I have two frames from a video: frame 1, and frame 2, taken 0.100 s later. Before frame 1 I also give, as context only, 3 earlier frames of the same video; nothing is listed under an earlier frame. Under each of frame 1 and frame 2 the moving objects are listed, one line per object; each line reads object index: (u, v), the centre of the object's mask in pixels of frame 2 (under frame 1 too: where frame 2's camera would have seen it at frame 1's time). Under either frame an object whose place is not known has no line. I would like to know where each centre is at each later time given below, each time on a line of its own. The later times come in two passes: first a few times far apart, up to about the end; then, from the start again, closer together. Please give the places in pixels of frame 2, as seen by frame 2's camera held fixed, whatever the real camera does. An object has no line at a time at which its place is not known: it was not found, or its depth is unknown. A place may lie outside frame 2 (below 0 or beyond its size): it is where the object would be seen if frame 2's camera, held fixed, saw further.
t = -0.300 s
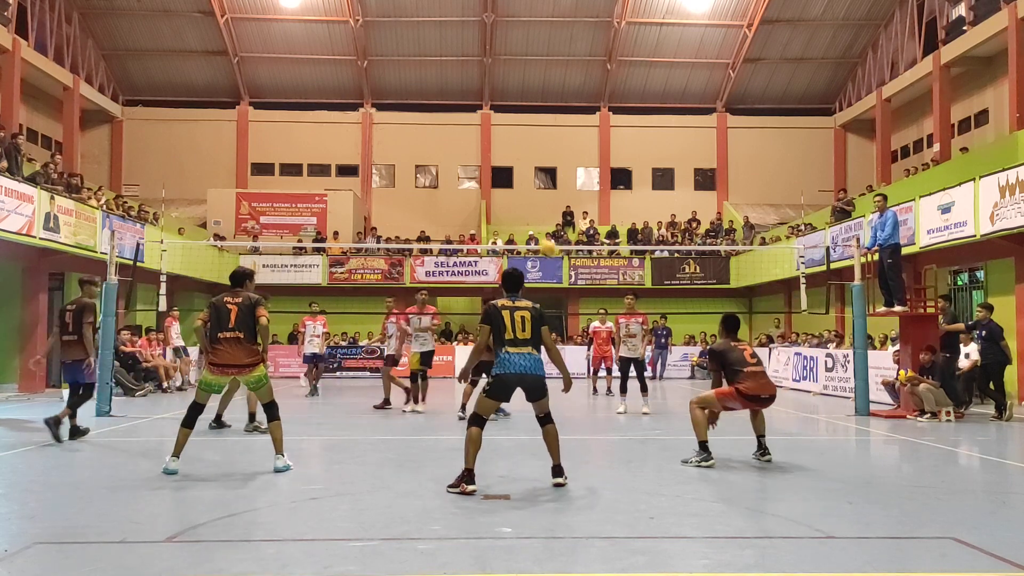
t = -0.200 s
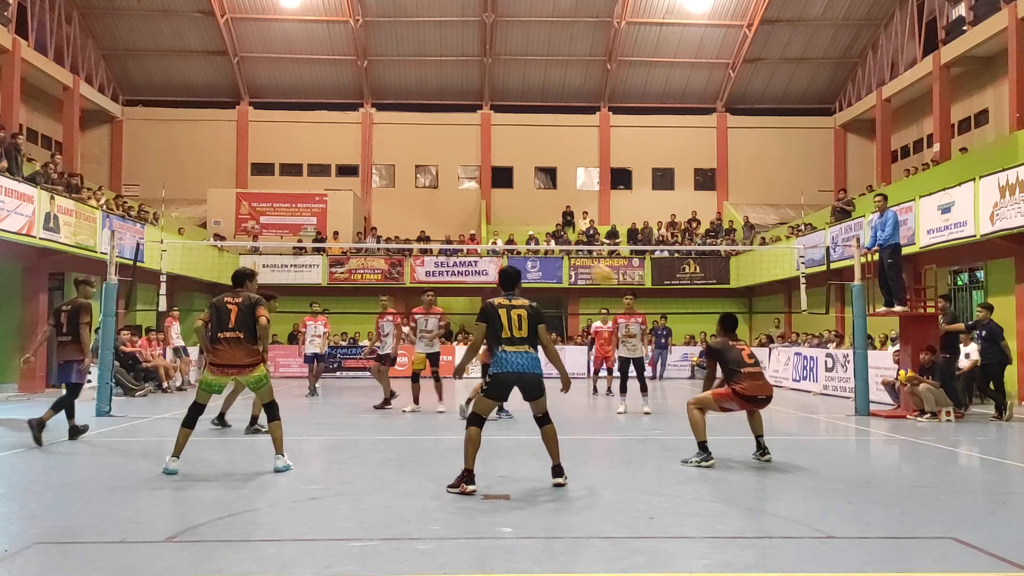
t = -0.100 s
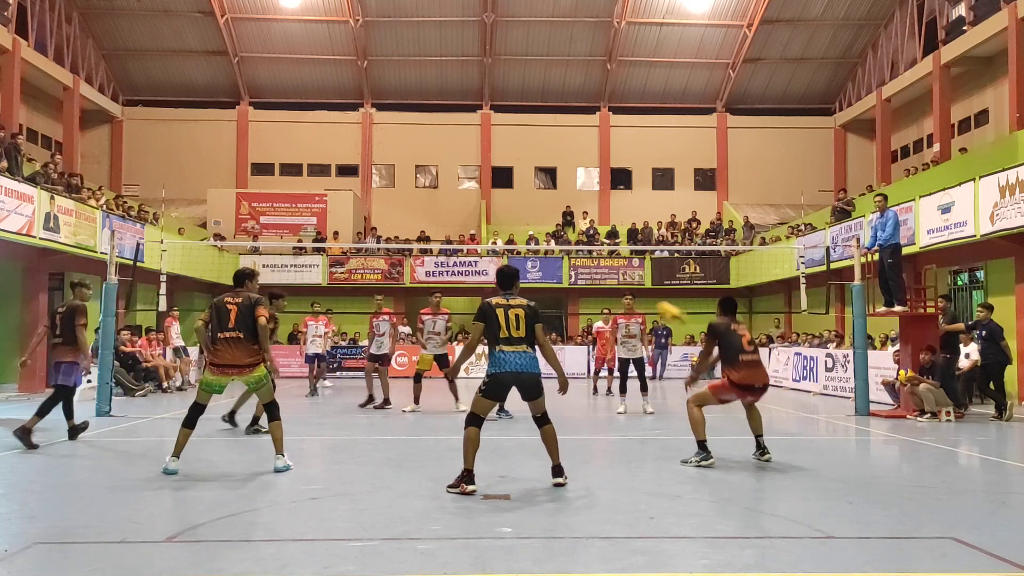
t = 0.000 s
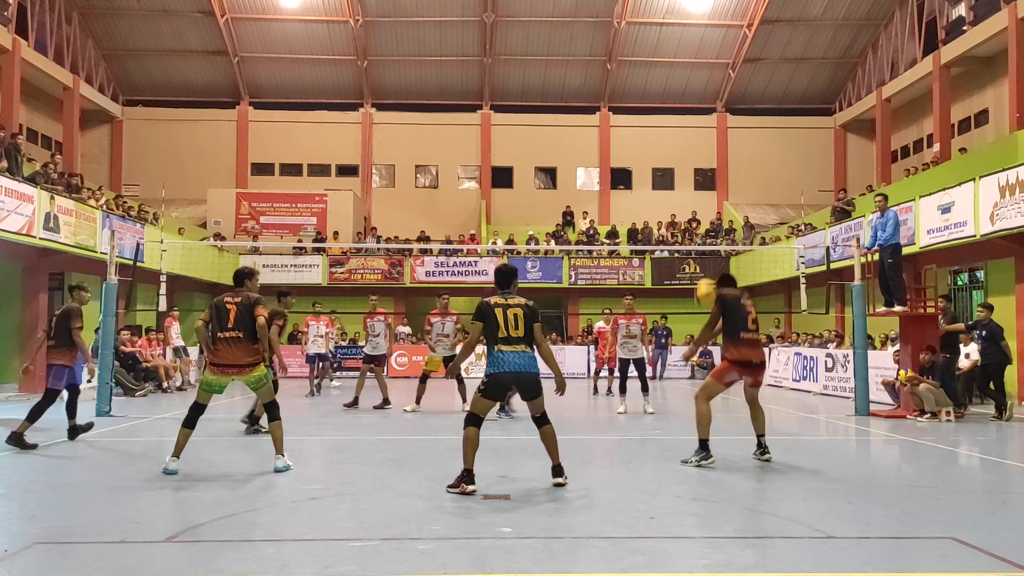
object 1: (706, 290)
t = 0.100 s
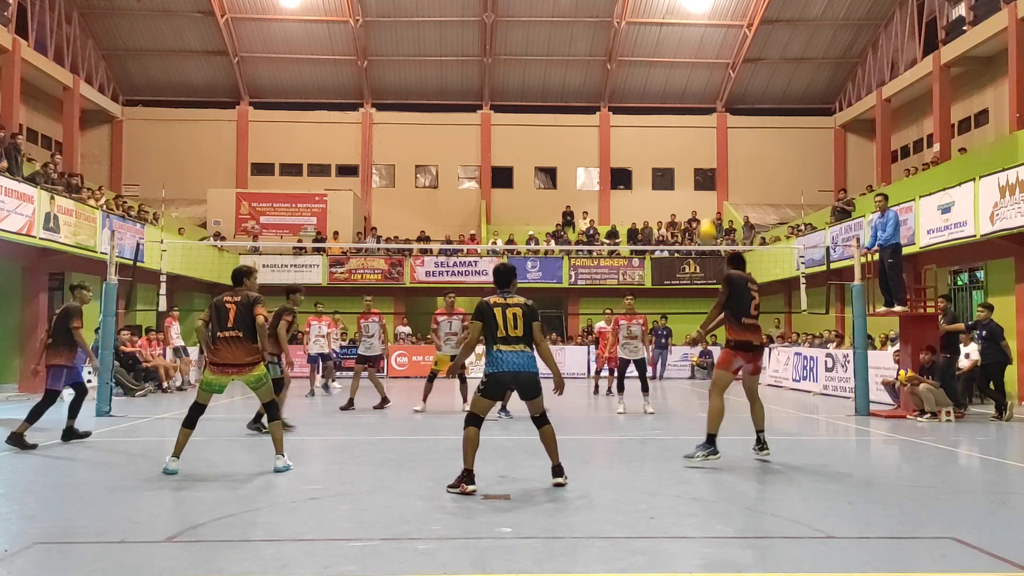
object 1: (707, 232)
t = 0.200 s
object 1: (703, 178)
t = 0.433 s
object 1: (711, 113)
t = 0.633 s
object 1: (718, 103)
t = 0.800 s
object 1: (724, 117)
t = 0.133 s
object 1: (707, 212)
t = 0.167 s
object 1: (705, 195)
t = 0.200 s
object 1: (703, 178)
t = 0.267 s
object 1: (710, 153)
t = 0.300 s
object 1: (712, 143)
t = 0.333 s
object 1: (712, 135)
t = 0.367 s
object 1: (712, 128)
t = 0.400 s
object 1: (711, 120)
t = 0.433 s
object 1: (711, 113)
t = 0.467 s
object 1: (713, 107)
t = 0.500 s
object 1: (715, 107)
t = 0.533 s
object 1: (716, 107)
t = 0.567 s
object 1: (718, 101)
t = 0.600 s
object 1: (718, 101)
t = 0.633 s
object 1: (718, 103)
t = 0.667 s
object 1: (719, 104)
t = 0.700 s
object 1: (718, 103)
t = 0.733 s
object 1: (722, 111)
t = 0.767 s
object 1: (722, 111)
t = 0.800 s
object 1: (724, 117)
